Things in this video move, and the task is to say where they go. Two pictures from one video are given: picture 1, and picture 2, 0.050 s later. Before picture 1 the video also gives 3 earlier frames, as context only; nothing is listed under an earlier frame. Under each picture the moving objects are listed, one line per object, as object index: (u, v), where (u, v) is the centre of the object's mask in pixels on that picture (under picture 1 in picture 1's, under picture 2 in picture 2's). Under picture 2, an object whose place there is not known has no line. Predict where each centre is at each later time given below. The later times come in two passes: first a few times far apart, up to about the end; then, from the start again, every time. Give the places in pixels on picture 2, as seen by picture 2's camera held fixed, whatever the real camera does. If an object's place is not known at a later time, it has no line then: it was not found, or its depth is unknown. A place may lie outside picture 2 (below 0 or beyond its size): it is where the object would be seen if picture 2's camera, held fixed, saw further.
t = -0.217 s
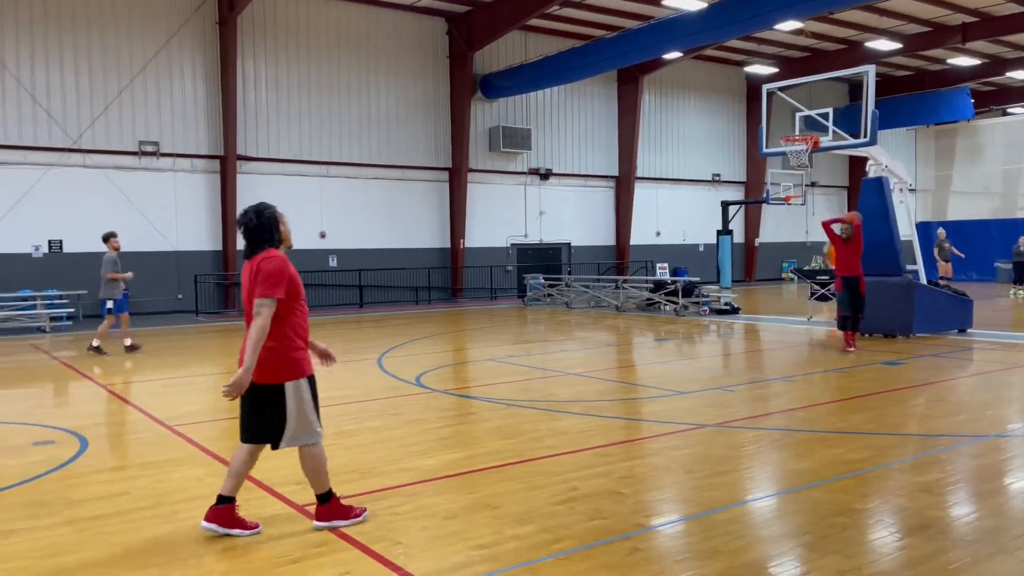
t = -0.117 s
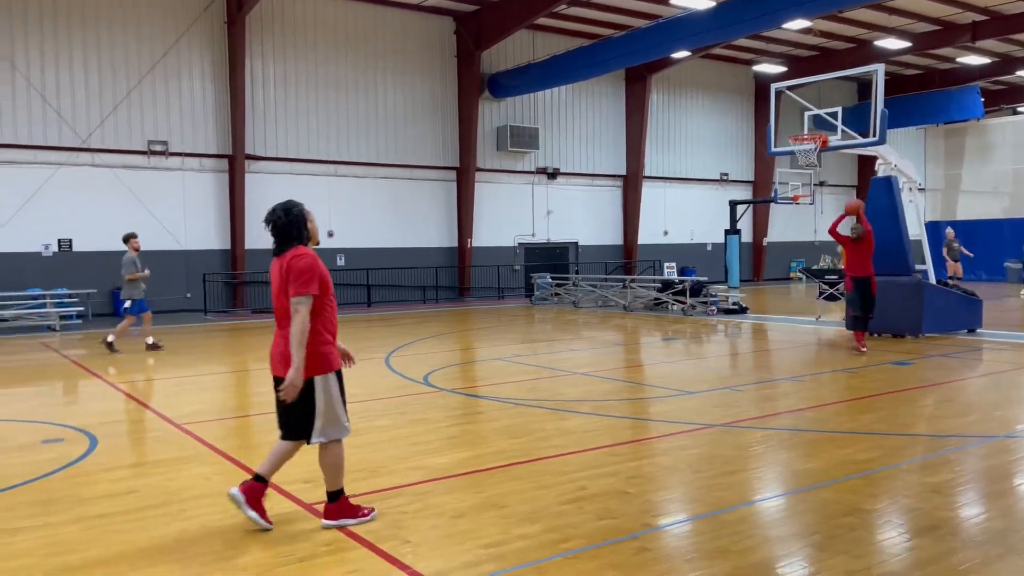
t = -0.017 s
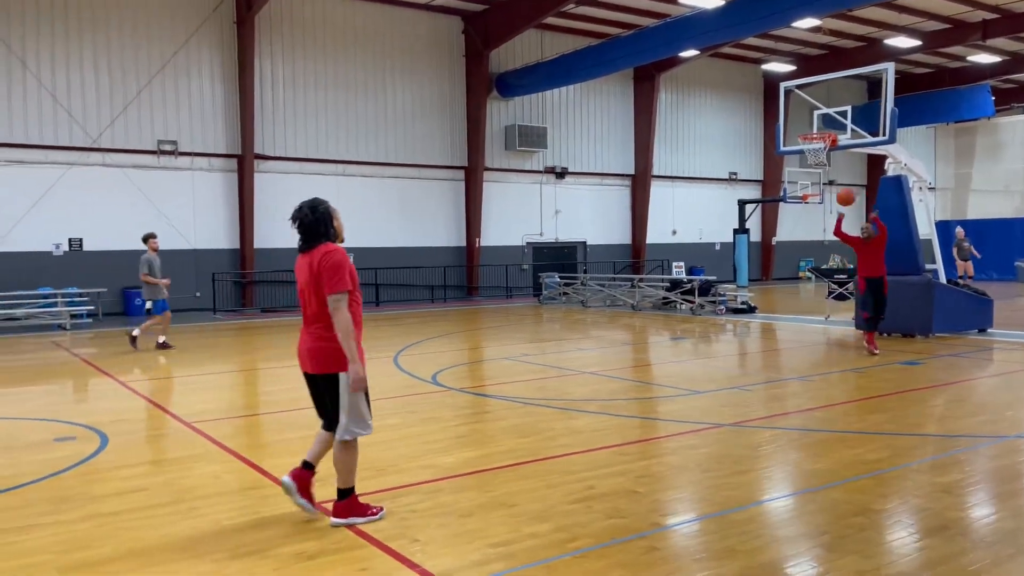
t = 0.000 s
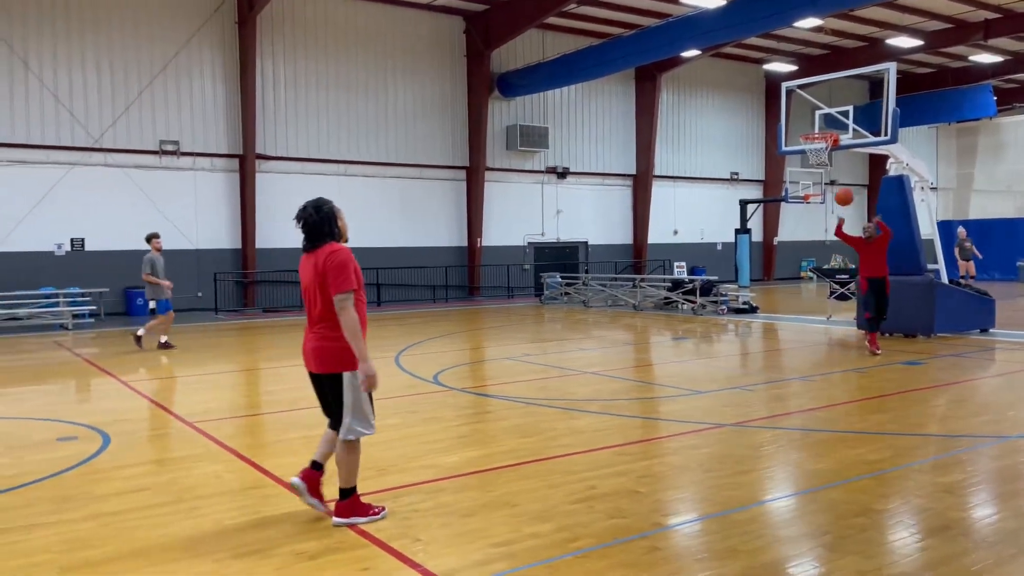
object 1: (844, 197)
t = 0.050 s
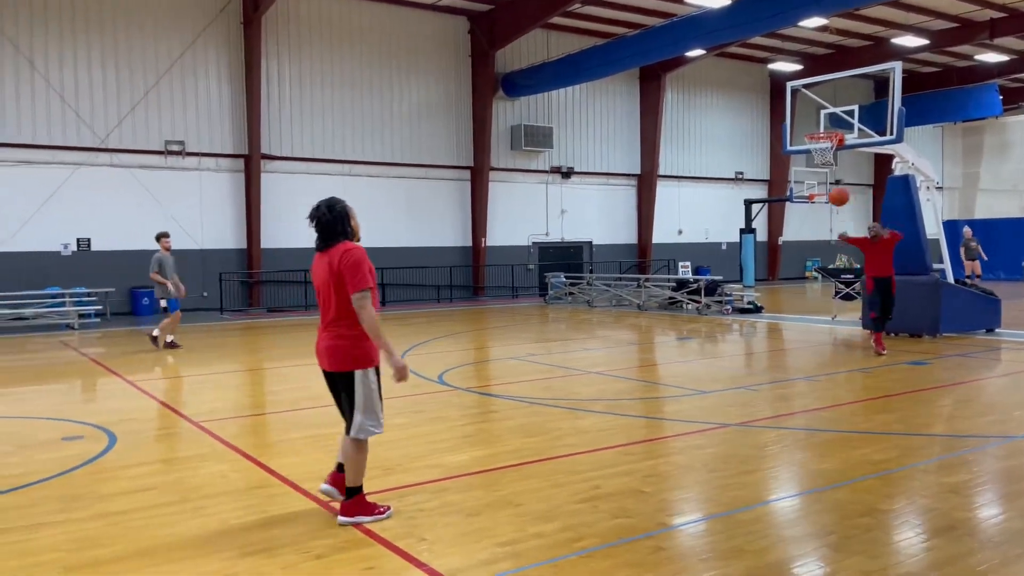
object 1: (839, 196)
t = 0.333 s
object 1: (770, 246)
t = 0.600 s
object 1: (679, 387)
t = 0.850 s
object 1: (594, 316)
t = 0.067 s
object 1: (835, 197)
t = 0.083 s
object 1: (832, 198)
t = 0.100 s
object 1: (828, 199)
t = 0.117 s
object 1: (824, 201)
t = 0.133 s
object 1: (820, 202)
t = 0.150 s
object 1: (817, 203)
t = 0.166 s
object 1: (813, 206)
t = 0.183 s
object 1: (809, 209)
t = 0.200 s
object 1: (805, 212)
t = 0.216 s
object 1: (801, 215)
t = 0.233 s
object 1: (796, 218)
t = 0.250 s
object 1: (793, 222)
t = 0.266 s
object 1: (788, 226)
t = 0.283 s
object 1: (784, 230)
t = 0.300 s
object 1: (779, 235)
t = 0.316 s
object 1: (775, 240)
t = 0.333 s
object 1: (770, 246)
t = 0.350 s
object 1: (766, 250)
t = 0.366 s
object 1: (761, 256)
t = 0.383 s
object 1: (756, 262)
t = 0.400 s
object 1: (750, 269)
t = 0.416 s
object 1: (746, 276)
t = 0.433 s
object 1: (739, 284)
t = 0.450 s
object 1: (734, 292)
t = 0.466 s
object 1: (729, 301)
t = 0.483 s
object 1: (723, 310)
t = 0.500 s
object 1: (717, 319)
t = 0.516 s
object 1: (712, 329)
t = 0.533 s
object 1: (704, 339)
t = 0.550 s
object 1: (698, 350)
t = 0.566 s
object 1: (692, 362)
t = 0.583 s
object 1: (685, 374)
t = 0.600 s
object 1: (679, 387)
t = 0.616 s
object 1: (672, 401)
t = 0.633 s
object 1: (666, 411)
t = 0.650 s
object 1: (661, 403)
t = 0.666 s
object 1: (655, 394)
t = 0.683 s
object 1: (651, 386)
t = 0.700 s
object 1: (645, 378)
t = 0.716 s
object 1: (641, 371)
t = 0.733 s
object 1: (634, 363)
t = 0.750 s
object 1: (629, 356)
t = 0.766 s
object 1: (624, 348)
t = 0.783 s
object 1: (617, 341)
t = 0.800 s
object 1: (611, 334)
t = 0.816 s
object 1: (606, 328)
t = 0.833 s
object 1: (600, 321)
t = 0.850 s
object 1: (594, 316)
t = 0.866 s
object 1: (588, 310)
